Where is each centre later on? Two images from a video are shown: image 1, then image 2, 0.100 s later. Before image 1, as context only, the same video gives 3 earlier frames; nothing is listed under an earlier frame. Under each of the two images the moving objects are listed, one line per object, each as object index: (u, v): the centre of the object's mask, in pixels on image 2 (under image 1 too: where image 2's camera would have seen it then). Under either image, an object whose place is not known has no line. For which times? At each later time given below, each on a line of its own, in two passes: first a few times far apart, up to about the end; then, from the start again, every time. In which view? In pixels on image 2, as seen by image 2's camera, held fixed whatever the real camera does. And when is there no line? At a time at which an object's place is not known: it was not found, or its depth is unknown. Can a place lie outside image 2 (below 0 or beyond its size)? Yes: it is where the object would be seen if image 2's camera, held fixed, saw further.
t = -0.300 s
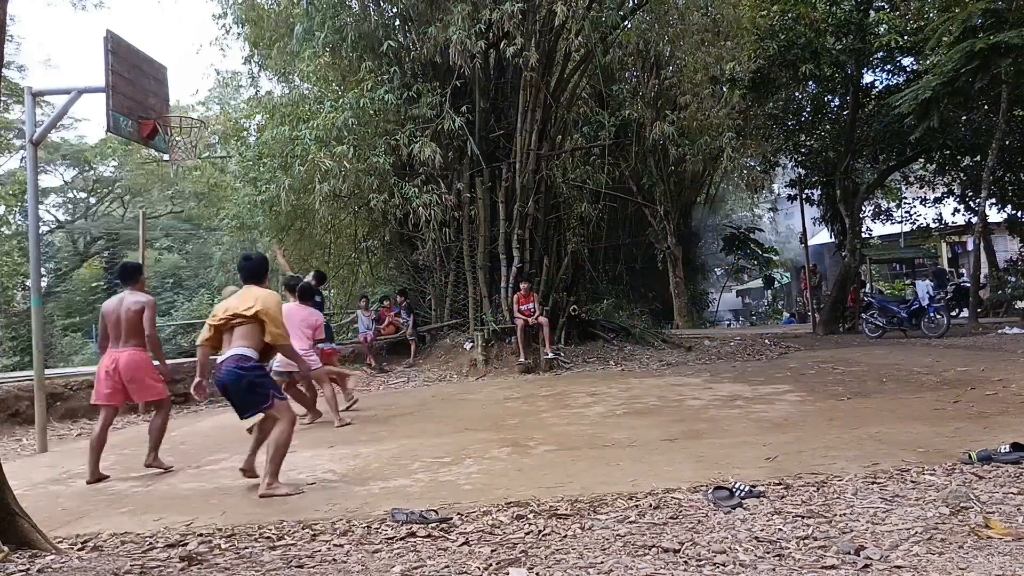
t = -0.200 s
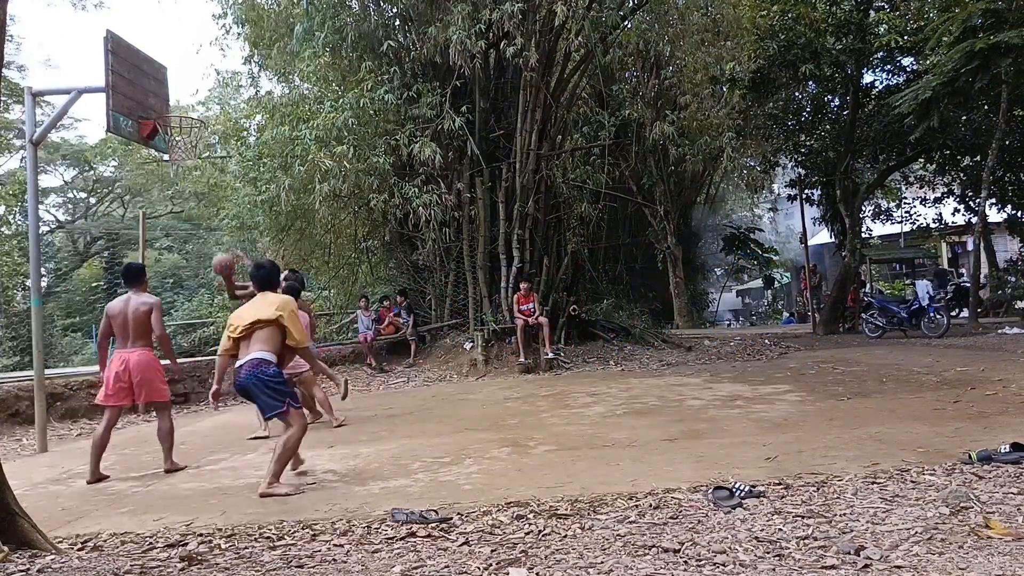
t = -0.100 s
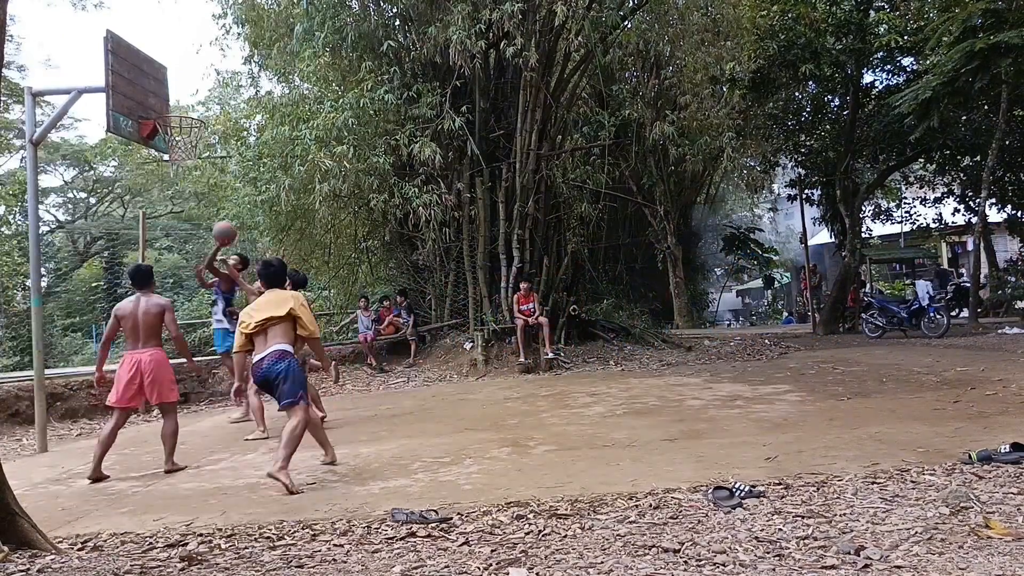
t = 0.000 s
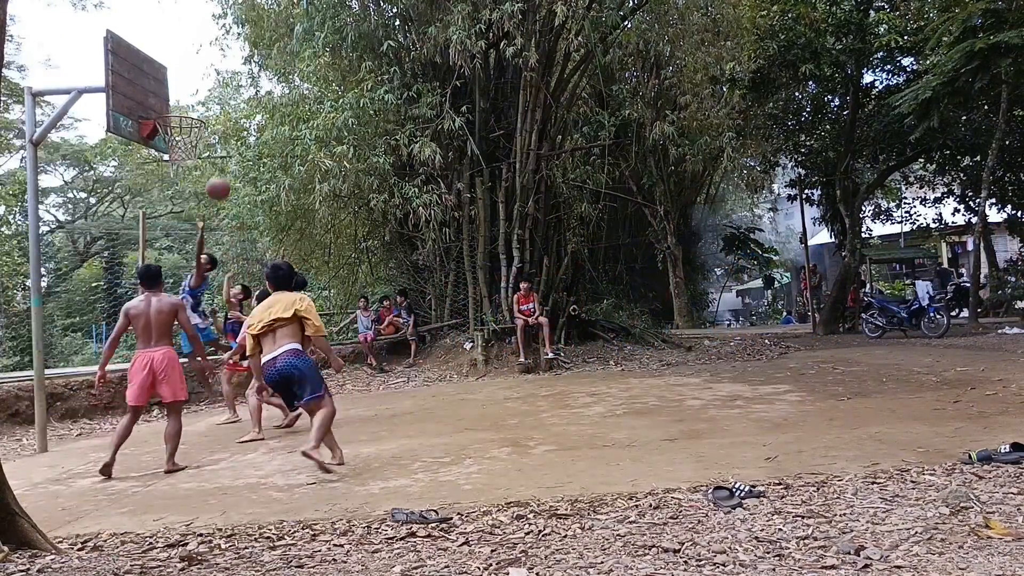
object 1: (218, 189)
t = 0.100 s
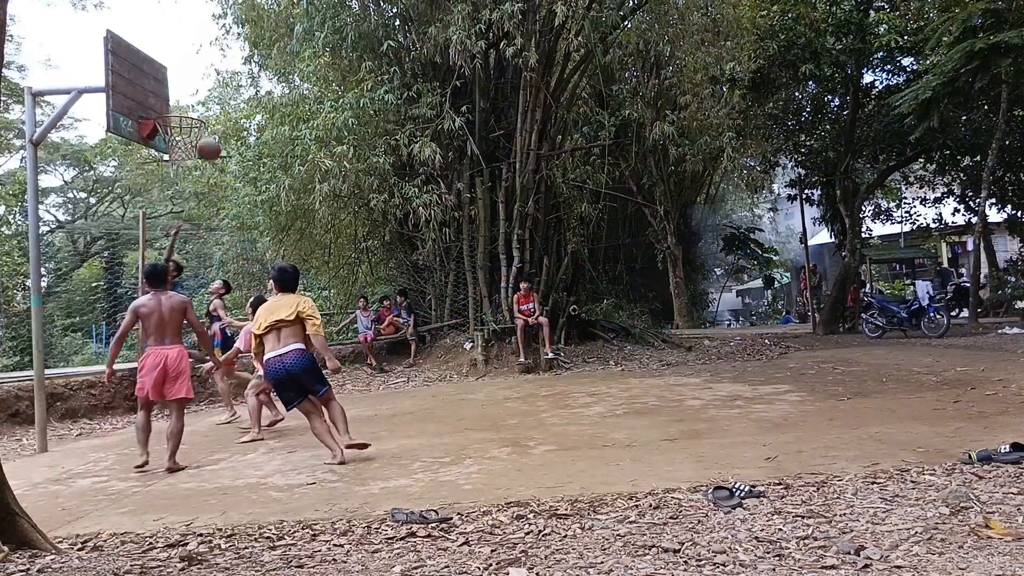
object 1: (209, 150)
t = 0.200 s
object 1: (201, 116)
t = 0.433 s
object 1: (181, 81)
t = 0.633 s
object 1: (166, 90)
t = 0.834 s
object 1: (175, 122)
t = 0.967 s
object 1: (192, 135)
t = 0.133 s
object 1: (208, 139)
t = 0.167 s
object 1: (208, 129)
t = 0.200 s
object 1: (201, 116)
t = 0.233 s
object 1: (197, 109)
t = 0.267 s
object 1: (194, 102)
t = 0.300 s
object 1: (192, 96)
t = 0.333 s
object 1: (189, 91)
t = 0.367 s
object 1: (186, 87)
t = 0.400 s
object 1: (183, 83)
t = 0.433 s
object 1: (181, 81)
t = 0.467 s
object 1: (178, 79)
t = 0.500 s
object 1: (175, 79)
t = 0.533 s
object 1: (173, 80)
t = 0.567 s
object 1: (171, 82)
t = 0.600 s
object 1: (169, 85)
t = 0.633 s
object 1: (166, 90)
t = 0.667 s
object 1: (166, 95)
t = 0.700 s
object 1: (168, 102)
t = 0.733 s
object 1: (170, 107)
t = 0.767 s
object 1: (173, 116)
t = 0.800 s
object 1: (173, 120)
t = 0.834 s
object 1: (175, 122)
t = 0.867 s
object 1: (177, 123)
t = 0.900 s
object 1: (179, 125)
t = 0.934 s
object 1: (184, 127)
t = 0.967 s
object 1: (192, 135)
